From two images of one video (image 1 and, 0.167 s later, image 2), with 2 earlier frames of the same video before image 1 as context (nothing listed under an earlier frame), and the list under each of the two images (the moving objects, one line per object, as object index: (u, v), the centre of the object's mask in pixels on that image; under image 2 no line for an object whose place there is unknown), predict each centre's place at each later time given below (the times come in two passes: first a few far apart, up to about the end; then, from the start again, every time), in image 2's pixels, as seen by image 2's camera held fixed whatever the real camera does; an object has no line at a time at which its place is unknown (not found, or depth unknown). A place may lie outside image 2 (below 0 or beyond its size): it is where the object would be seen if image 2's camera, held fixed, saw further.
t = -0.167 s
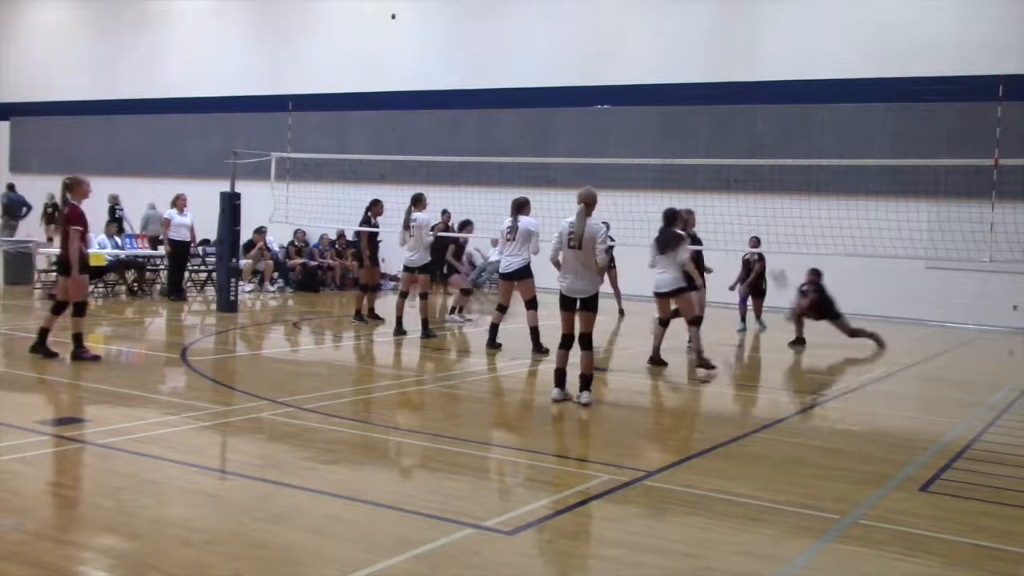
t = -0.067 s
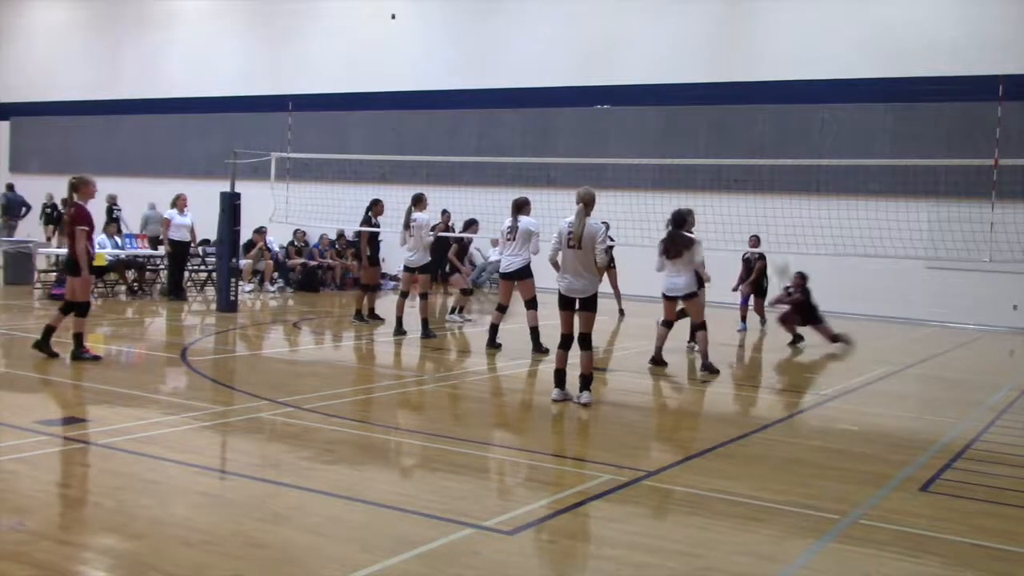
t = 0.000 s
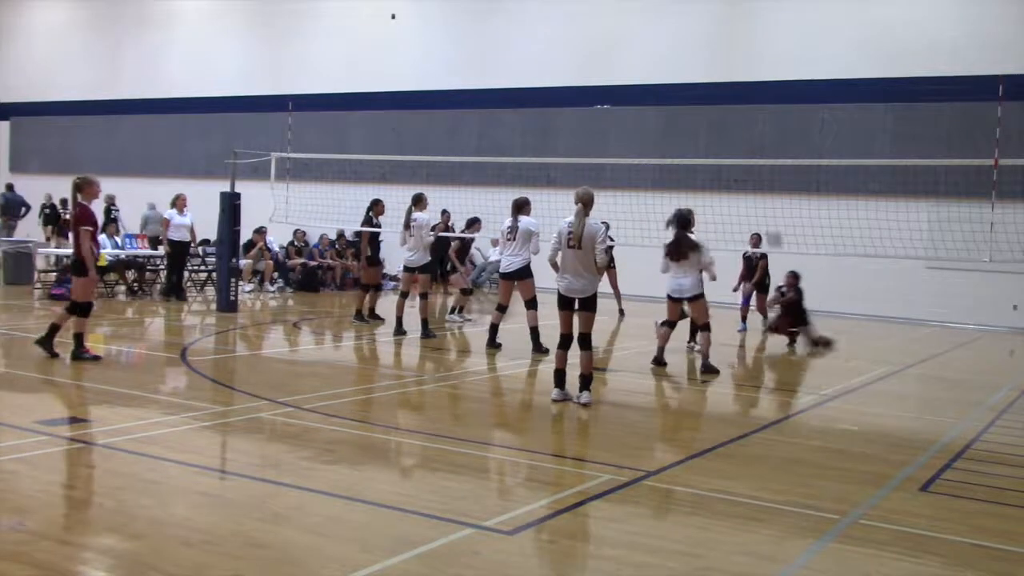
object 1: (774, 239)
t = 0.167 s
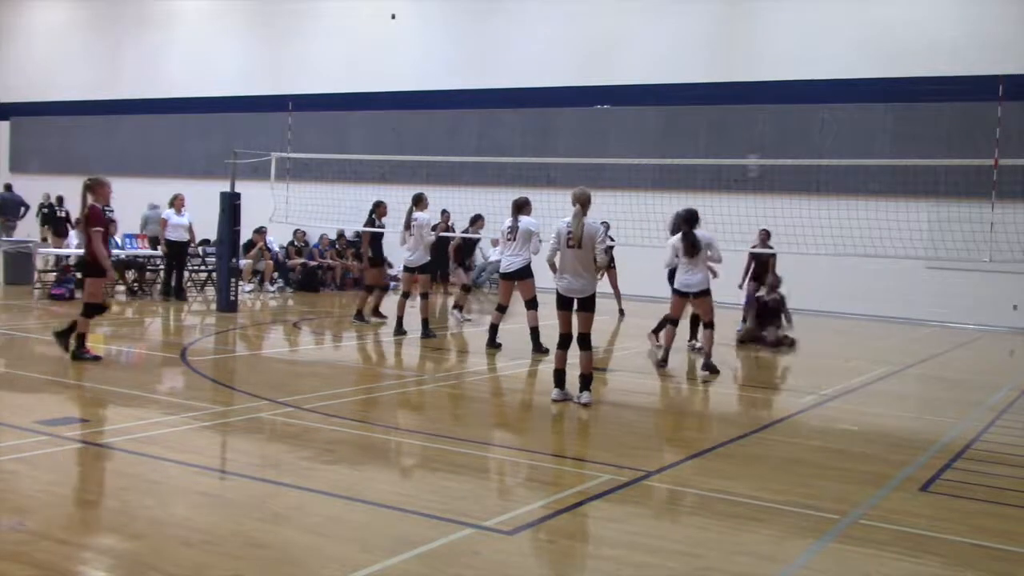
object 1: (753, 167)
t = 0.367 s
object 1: (725, 97)
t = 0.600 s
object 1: (687, 62)
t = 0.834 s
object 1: (643, 65)
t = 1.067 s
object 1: (591, 116)
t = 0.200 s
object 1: (748, 150)
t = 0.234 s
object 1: (745, 138)
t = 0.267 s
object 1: (740, 126)
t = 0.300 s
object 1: (735, 116)
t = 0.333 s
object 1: (731, 106)
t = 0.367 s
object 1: (725, 97)
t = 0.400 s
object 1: (721, 92)
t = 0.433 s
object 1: (717, 86)
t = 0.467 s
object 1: (711, 79)
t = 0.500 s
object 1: (706, 73)
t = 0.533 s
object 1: (700, 68)
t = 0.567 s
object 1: (693, 64)
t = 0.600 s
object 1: (687, 62)
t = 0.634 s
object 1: (681, 60)
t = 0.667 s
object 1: (675, 58)
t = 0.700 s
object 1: (669, 57)
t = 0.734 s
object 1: (663, 58)
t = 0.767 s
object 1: (657, 59)
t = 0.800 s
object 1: (649, 62)
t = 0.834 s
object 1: (643, 65)
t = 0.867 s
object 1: (637, 71)
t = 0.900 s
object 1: (630, 78)
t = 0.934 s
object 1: (621, 86)
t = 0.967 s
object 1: (613, 93)
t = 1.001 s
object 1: (606, 98)
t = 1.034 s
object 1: (598, 106)
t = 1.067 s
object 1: (591, 116)
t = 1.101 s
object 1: (581, 129)
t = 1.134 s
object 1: (572, 147)
